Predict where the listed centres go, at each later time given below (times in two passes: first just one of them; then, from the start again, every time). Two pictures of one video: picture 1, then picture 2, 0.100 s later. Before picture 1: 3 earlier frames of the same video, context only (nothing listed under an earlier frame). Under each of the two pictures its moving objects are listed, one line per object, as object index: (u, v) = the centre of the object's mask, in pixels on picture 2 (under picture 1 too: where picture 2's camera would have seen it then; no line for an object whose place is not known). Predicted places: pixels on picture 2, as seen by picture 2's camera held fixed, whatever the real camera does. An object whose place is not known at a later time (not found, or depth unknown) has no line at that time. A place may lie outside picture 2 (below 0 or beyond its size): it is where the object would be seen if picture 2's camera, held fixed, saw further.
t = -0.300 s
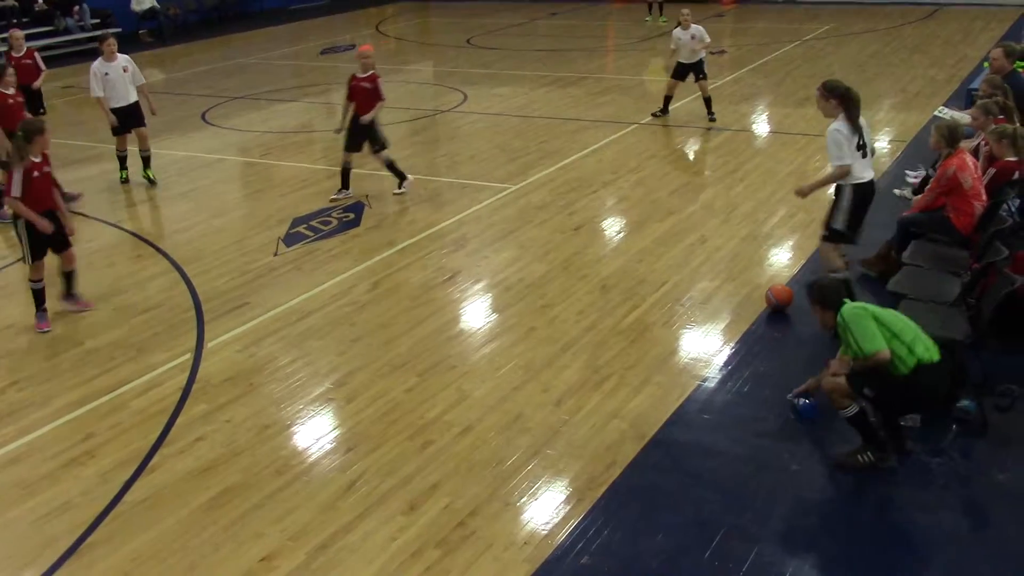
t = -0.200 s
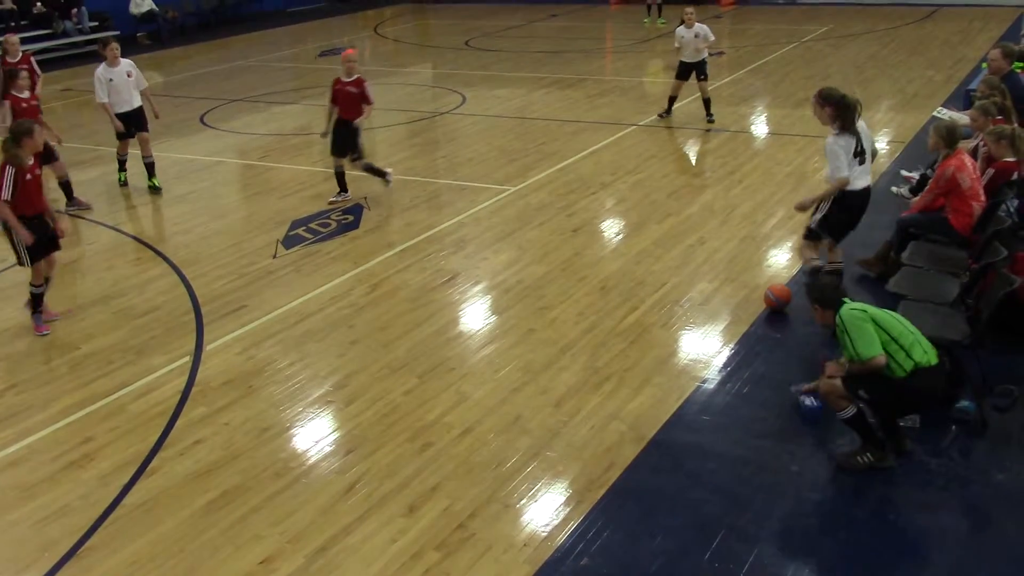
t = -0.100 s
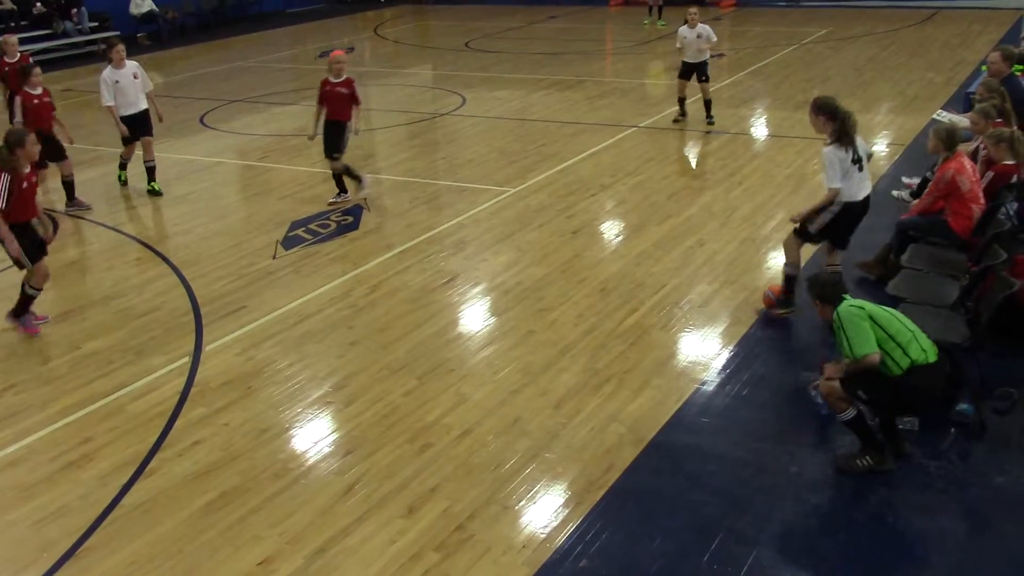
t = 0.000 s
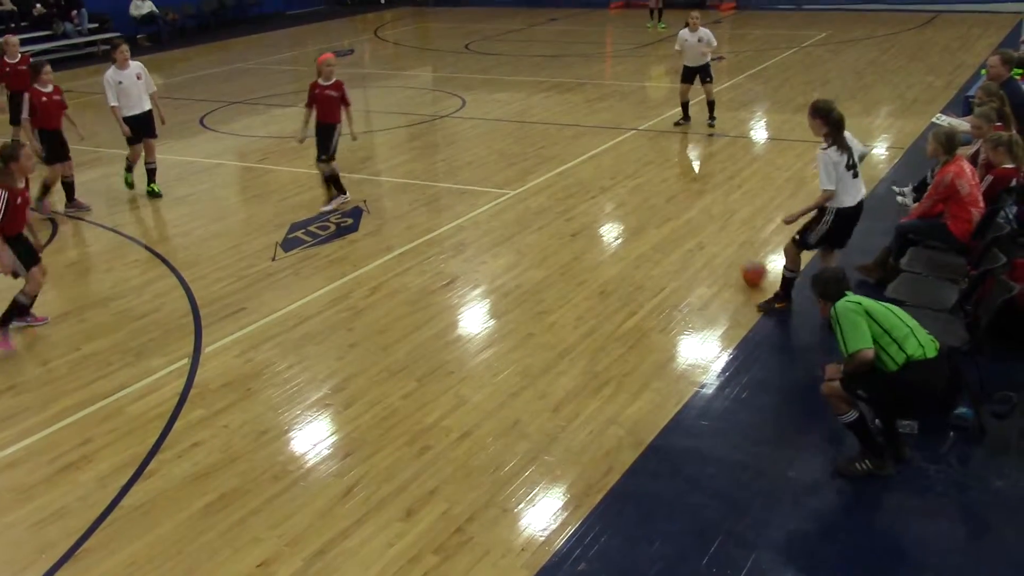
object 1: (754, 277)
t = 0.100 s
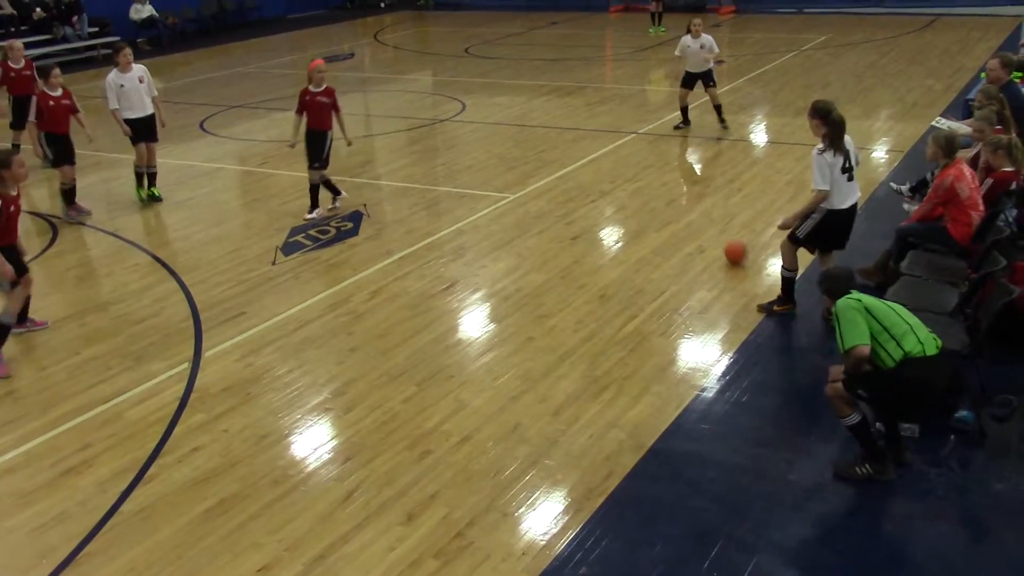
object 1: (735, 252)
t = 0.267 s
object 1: (714, 221)
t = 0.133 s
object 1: (730, 245)
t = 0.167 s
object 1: (725, 239)
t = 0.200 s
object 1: (721, 232)
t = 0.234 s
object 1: (717, 226)
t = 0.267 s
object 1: (714, 221)
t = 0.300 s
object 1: (710, 216)
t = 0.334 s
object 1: (706, 212)
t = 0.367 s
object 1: (703, 206)
